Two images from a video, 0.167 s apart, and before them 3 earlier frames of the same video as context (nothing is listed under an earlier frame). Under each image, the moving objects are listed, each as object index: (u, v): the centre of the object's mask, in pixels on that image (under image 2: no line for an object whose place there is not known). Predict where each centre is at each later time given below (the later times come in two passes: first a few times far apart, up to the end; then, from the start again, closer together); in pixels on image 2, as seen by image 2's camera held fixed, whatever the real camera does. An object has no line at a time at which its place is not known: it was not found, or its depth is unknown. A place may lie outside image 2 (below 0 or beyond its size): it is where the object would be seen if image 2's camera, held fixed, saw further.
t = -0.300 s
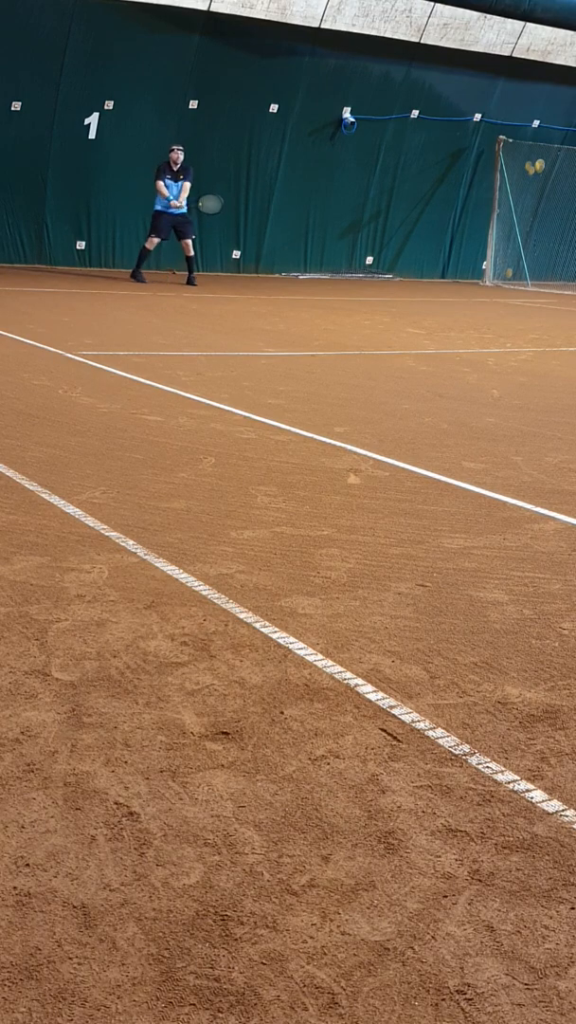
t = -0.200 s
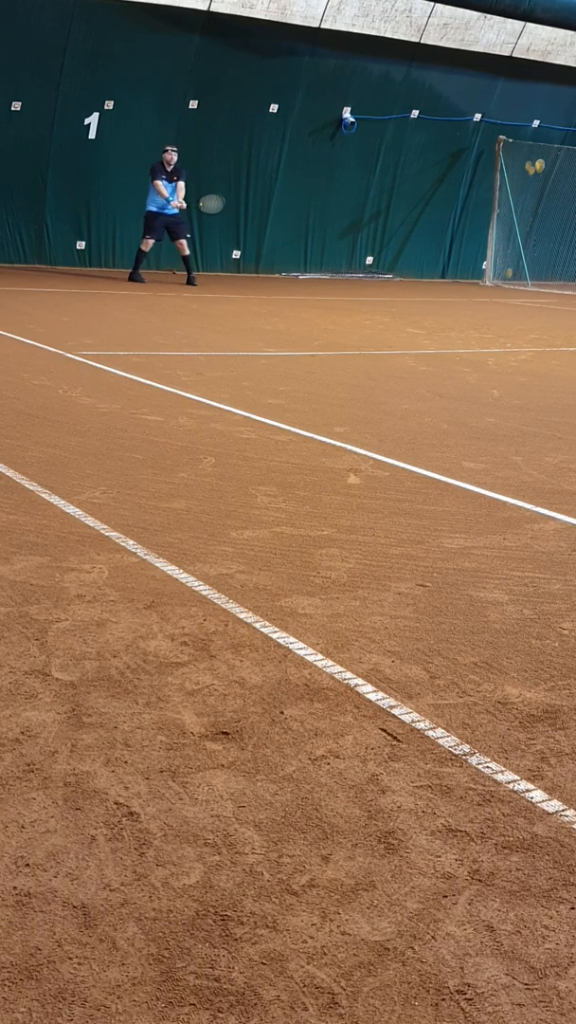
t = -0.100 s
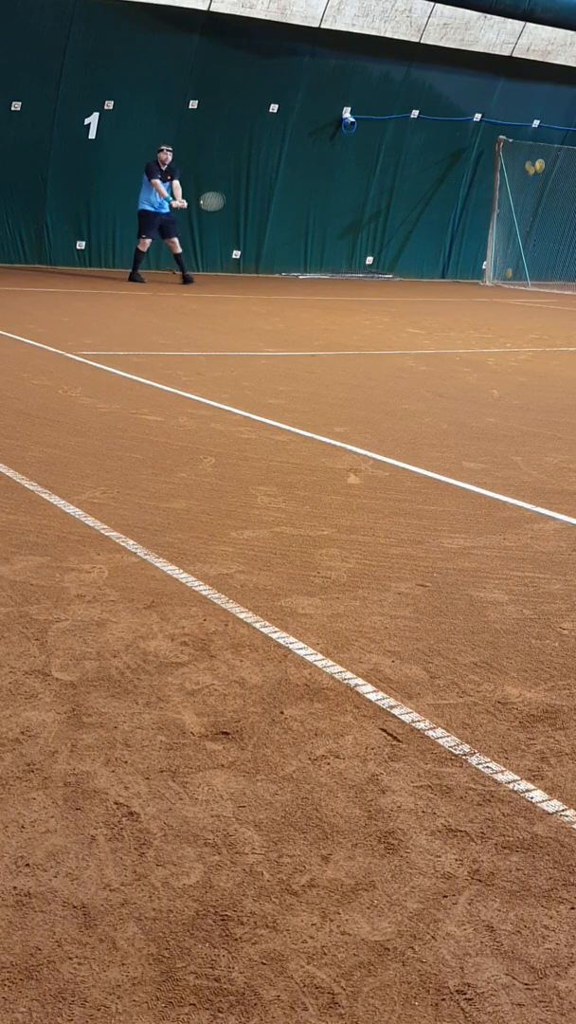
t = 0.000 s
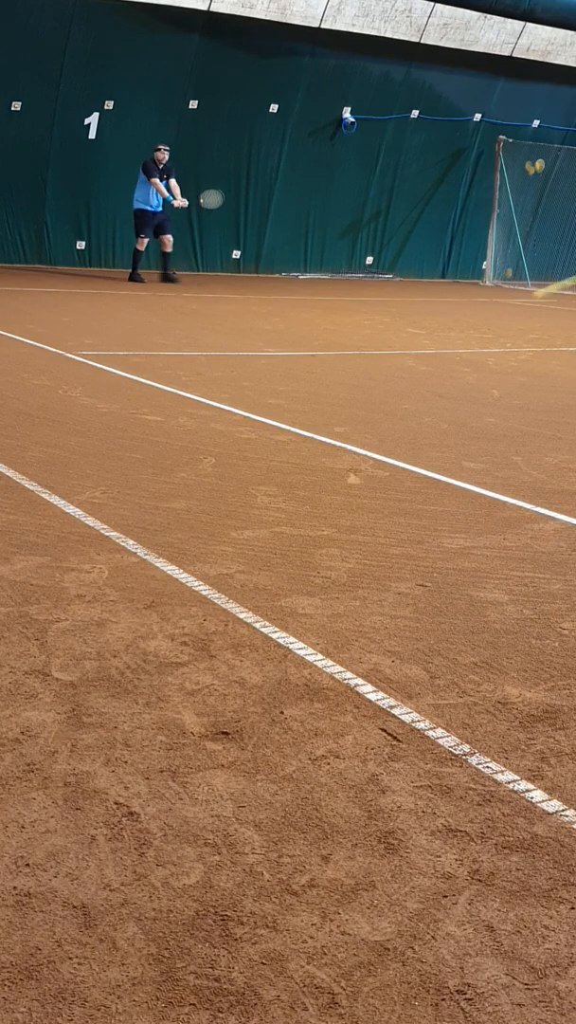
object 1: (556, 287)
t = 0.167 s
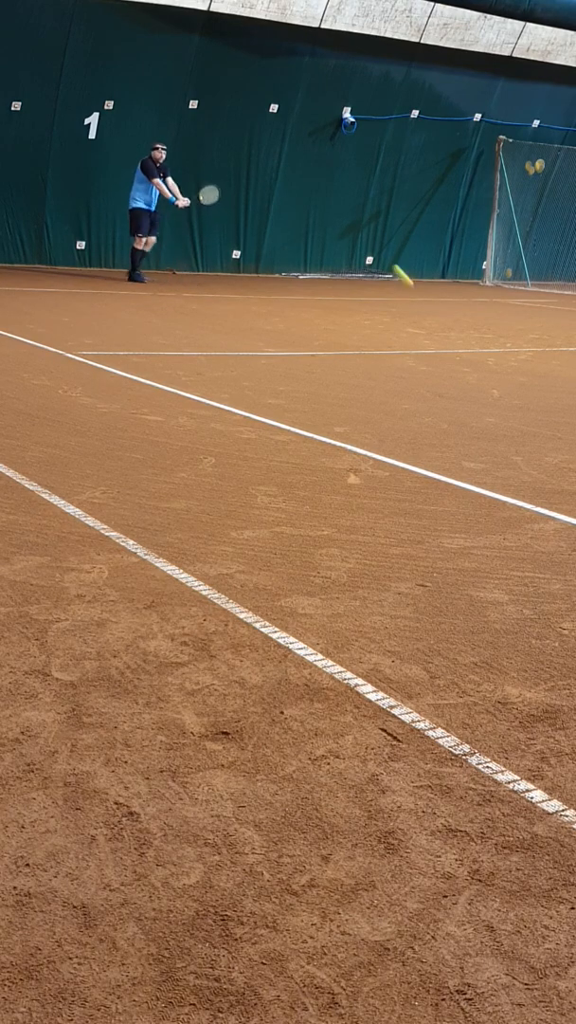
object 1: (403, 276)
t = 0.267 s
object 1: (354, 230)
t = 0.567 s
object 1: (248, 192)
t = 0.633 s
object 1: (229, 197)
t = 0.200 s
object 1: (385, 258)
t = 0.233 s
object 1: (370, 243)
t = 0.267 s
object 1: (354, 230)
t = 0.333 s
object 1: (326, 211)
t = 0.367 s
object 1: (313, 204)
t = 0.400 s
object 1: (301, 199)
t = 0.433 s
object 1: (289, 195)
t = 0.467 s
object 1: (278, 192)
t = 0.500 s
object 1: (267, 191)
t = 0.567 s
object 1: (248, 192)
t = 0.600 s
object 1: (238, 194)
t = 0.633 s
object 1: (229, 197)
